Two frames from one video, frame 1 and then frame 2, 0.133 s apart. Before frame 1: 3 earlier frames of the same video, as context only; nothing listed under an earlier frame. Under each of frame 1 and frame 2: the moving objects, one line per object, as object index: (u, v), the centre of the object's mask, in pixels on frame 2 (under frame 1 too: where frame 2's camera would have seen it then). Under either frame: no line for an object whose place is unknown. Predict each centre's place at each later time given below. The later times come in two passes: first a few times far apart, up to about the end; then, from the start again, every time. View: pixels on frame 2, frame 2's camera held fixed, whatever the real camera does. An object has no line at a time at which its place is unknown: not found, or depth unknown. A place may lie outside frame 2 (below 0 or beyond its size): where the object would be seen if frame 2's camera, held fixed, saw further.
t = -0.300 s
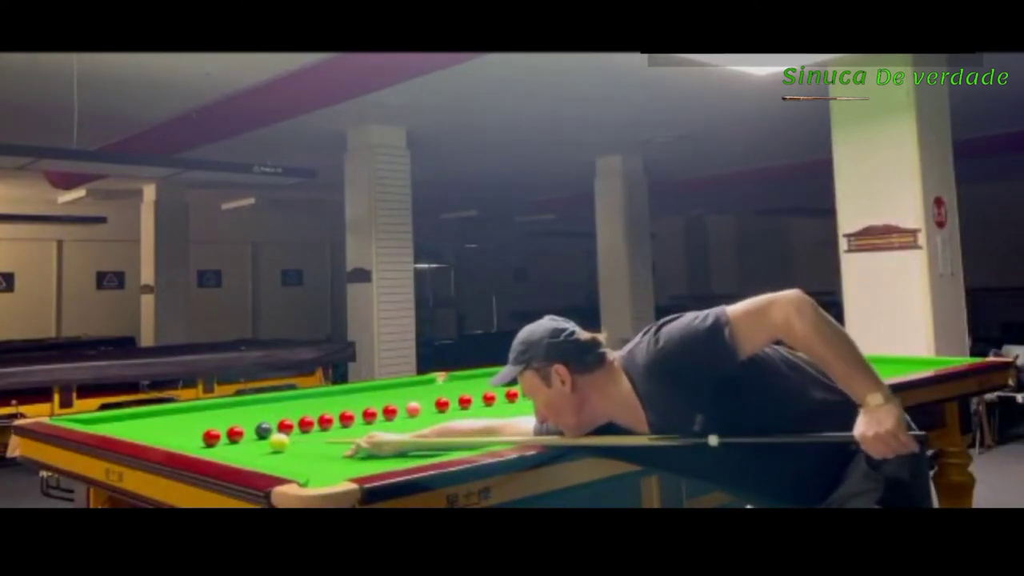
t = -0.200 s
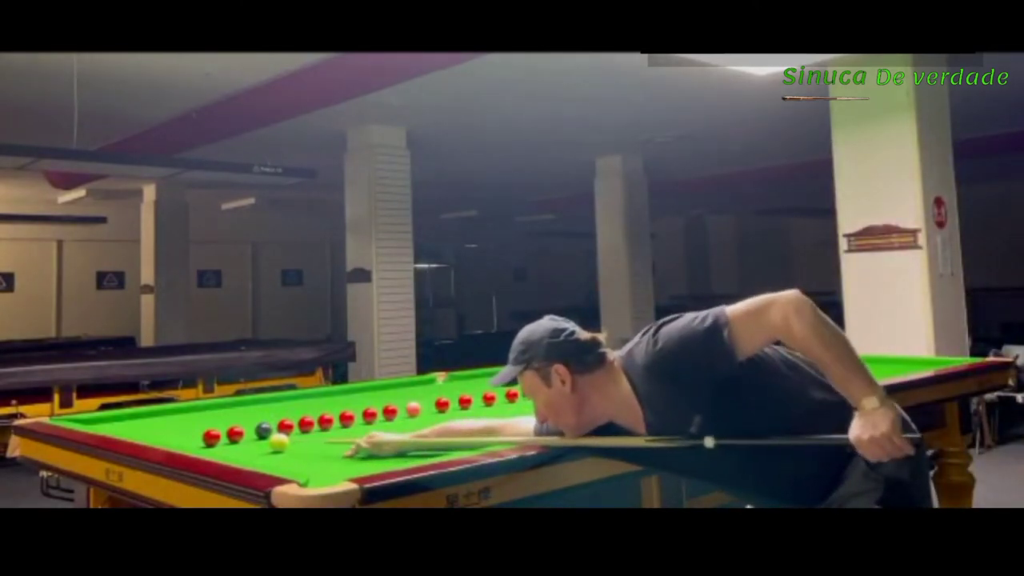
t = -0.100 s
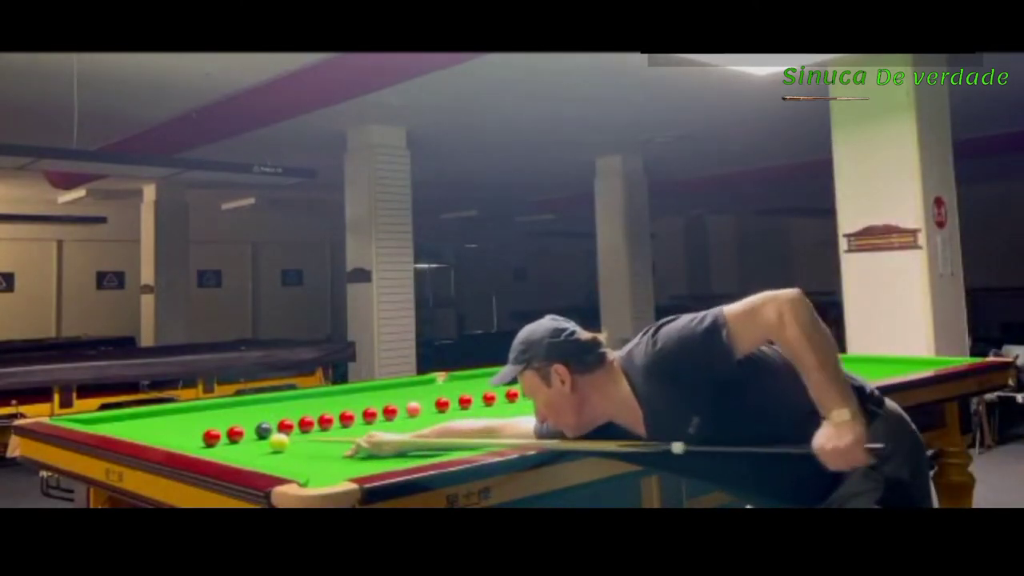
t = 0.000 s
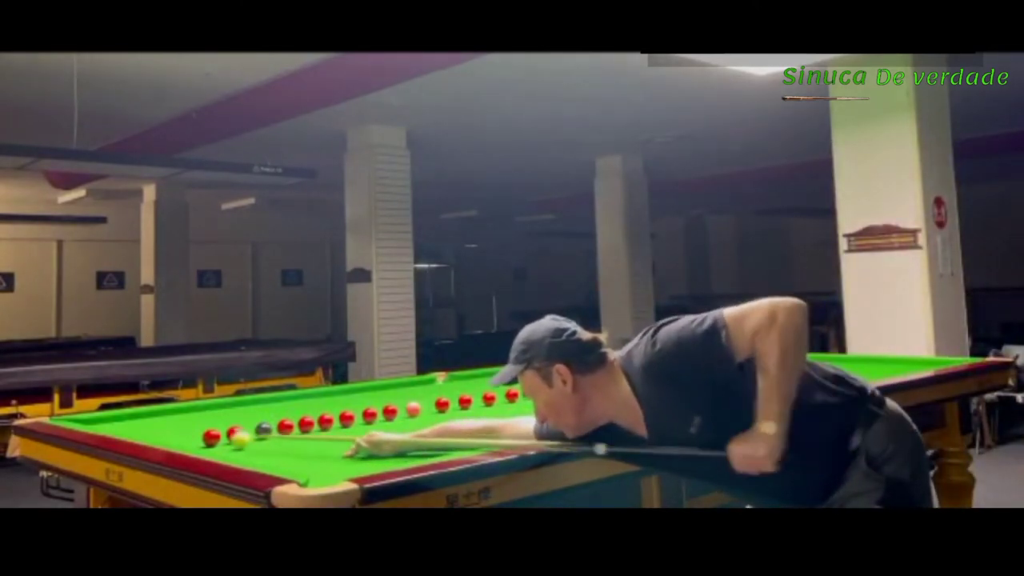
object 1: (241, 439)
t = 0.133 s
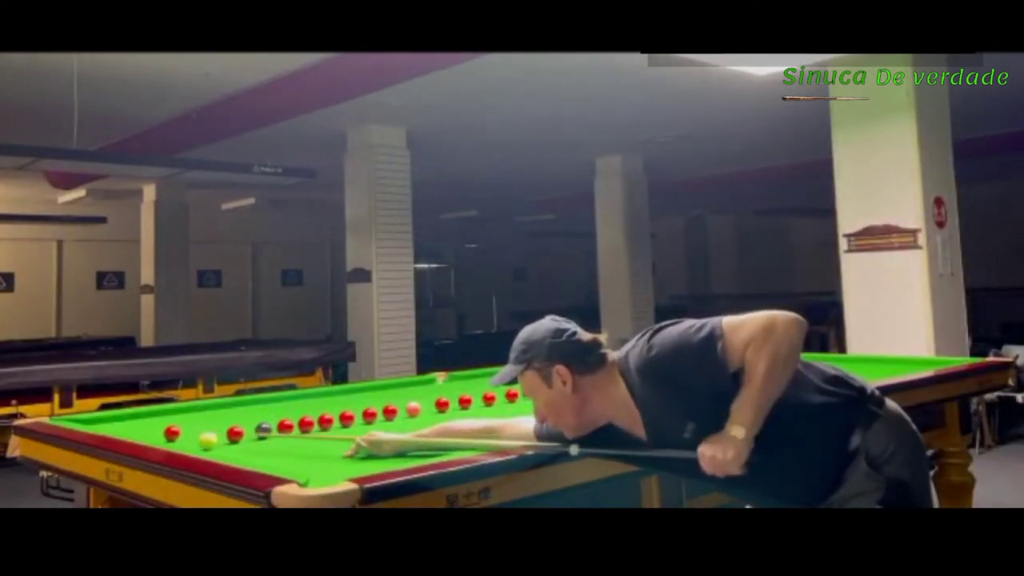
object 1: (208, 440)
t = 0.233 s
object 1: (191, 439)
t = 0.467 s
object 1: (168, 437)
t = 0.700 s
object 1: (170, 434)
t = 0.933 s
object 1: (170, 430)
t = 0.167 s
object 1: (203, 440)
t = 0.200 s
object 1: (197, 439)
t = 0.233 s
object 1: (191, 439)
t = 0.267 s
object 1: (185, 439)
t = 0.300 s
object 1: (178, 439)
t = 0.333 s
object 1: (172, 438)
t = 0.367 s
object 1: (165, 438)
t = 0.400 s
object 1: (166, 438)
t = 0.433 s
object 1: (168, 438)
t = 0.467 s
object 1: (168, 437)
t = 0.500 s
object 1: (169, 437)
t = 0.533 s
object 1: (169, 436)
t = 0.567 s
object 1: (170, 435)
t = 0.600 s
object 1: (170, 435)
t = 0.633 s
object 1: (170, 434)
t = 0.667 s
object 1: (170, 434)
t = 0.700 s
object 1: (170, 434)
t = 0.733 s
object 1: (170, 433)
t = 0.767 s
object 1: (170, 433)
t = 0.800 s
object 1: (171, 432)
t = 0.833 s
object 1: (170, 432)
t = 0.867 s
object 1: (170, 432)
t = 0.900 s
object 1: (170, 431)
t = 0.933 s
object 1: (170, 430)
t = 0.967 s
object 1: (171, 430)
